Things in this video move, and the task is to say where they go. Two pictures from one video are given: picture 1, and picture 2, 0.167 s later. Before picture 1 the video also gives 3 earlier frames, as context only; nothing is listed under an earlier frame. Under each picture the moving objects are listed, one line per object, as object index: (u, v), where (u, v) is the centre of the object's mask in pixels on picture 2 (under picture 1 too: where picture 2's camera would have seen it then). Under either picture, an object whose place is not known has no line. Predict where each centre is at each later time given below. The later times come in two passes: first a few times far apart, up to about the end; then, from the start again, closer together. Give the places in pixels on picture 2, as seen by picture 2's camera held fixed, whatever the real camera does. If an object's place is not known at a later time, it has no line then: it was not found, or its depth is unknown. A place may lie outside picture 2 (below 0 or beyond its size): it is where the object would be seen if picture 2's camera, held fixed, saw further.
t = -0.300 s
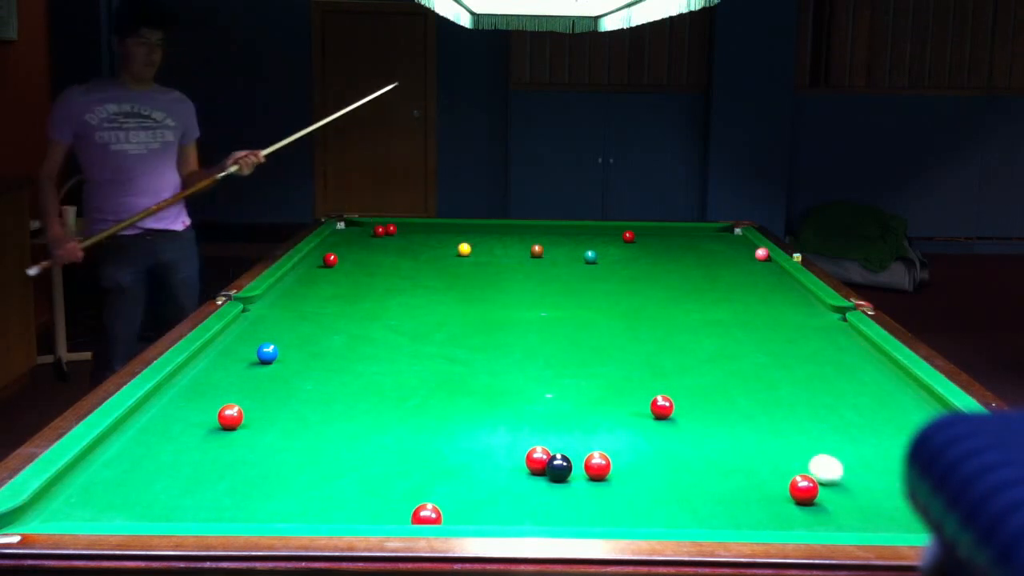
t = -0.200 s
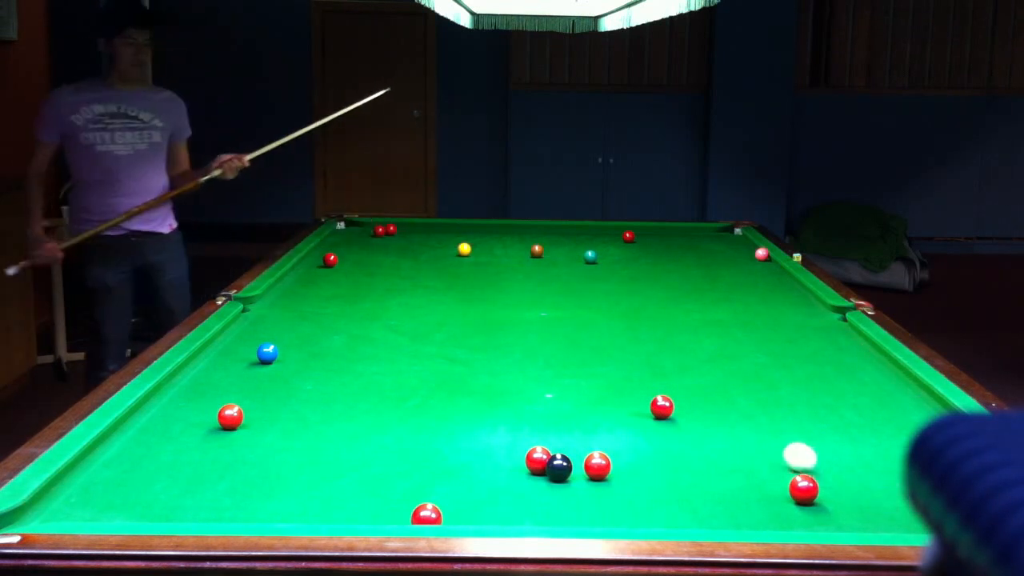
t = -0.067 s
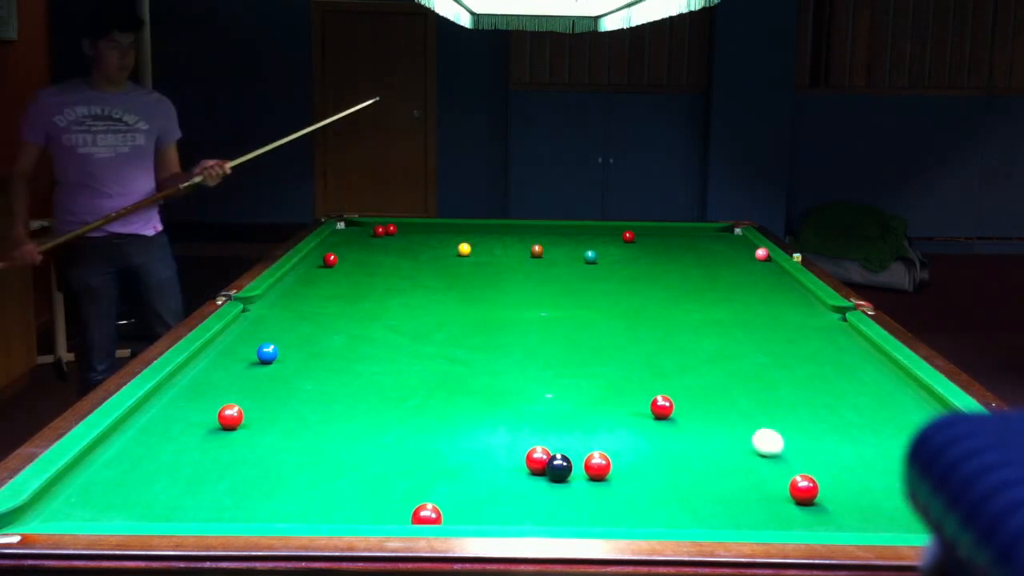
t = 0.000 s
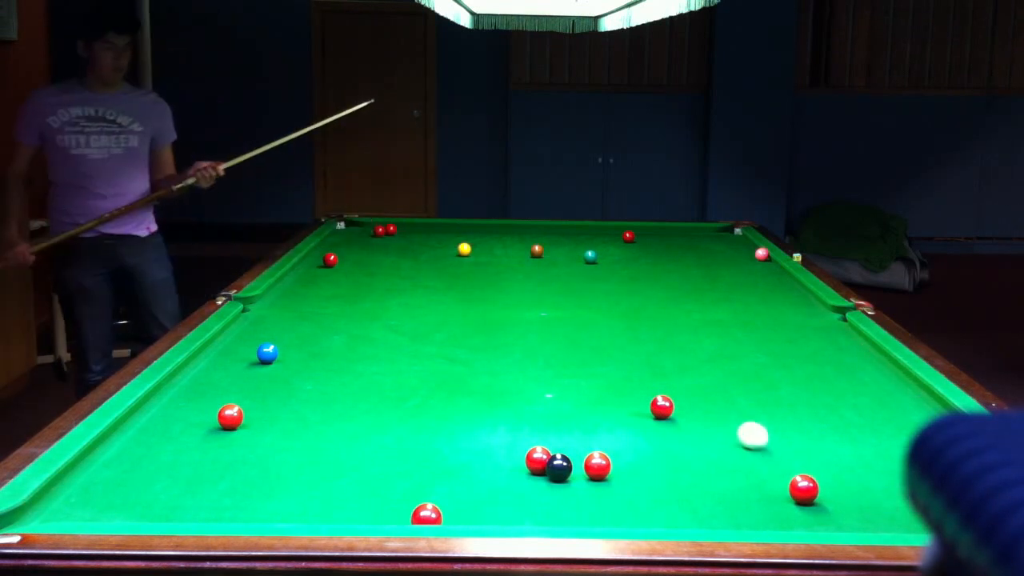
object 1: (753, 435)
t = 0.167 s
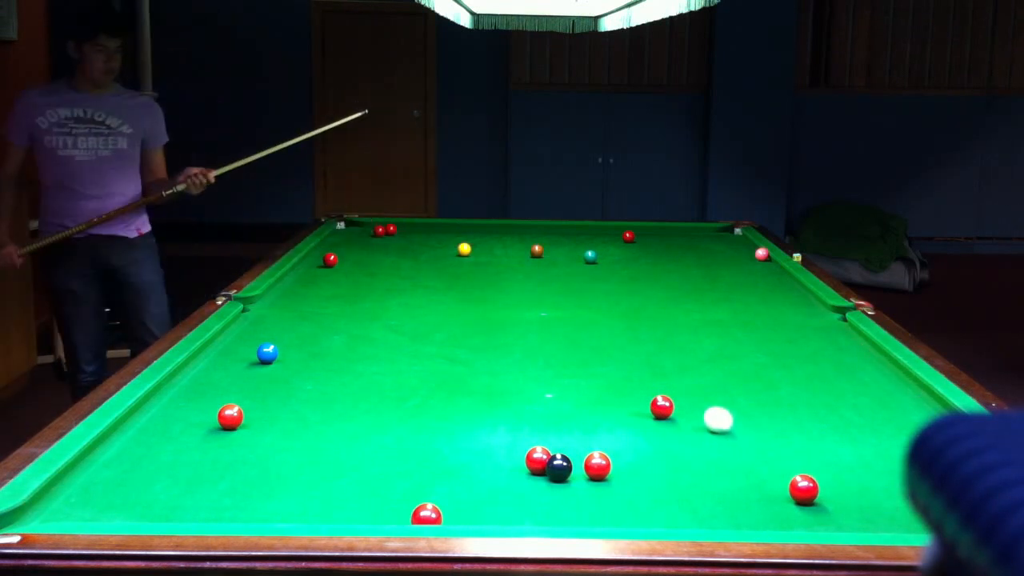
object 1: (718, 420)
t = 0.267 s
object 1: (699, 411)
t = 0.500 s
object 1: (658, 390)
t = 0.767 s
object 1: (618, 375)
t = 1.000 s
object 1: (588, 362)
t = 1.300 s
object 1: (553, 348)
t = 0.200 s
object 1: (712, 417)
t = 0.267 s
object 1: (699, 411)
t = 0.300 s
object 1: (693, 408)
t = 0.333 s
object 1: (687, 405)
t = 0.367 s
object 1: (682, 402)
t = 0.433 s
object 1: (672, 395)
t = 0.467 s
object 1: (665, 392)
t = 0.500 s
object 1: (658, 390)
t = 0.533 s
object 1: (652, 389)
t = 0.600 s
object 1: (643, 386)
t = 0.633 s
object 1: (638, 384)
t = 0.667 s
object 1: (633, 381)
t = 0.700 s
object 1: (628, 379)
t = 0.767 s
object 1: (618, 375)
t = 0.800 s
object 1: (614, 373)
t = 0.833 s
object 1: (609, 371)
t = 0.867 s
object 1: (605, 370)
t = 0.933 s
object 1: (596, 366)
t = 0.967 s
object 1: (592, 364)
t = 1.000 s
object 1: (588, 362)
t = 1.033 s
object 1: (584, 360)
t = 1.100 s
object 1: (576, 357)
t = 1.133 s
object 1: (572, 355)
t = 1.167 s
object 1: (568, 354)
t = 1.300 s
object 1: (553, 348)
